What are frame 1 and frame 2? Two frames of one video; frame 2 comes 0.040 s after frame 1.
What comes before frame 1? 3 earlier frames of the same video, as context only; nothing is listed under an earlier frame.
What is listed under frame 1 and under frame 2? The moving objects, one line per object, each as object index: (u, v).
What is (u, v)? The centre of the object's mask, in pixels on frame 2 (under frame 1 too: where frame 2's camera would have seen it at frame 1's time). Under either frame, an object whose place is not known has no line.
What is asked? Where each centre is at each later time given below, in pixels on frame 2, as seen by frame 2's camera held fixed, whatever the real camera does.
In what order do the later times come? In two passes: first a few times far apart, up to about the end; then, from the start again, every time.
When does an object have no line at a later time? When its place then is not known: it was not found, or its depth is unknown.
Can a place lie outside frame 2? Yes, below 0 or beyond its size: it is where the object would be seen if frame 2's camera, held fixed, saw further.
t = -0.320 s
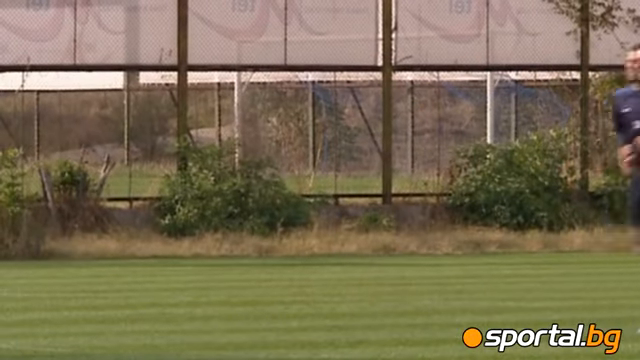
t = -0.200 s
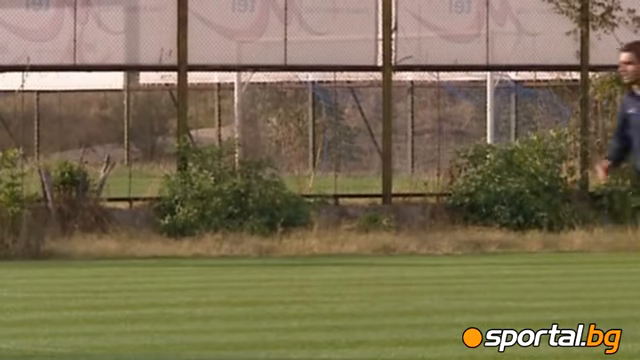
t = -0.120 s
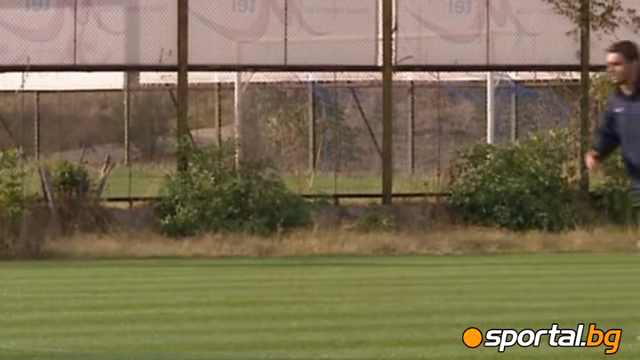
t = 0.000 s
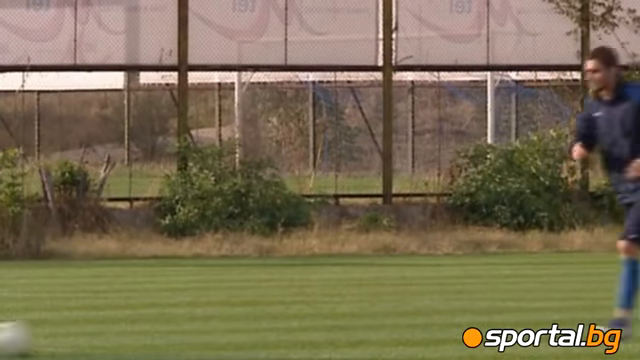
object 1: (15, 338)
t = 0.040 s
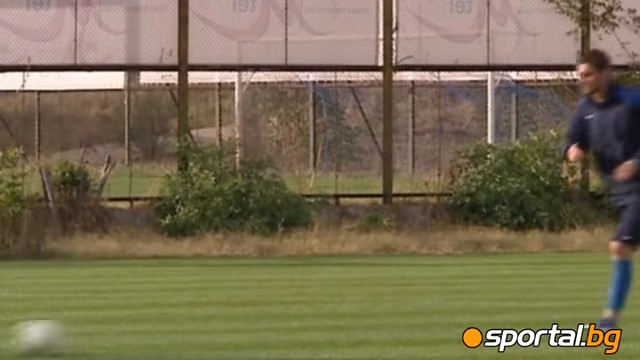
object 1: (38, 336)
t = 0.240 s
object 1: (182, 334)
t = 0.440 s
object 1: (307, 332)
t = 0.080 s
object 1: (68, 337)
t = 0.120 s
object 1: (98, 335)
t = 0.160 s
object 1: (127, 334)
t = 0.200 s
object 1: (154, 333)
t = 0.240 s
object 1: (182, 334)
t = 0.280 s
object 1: (209, 334)
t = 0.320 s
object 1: (233, 333)
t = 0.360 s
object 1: (259, 332)
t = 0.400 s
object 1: (284, 332)
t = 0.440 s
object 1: (307, 332)
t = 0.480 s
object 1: (329, 331)
